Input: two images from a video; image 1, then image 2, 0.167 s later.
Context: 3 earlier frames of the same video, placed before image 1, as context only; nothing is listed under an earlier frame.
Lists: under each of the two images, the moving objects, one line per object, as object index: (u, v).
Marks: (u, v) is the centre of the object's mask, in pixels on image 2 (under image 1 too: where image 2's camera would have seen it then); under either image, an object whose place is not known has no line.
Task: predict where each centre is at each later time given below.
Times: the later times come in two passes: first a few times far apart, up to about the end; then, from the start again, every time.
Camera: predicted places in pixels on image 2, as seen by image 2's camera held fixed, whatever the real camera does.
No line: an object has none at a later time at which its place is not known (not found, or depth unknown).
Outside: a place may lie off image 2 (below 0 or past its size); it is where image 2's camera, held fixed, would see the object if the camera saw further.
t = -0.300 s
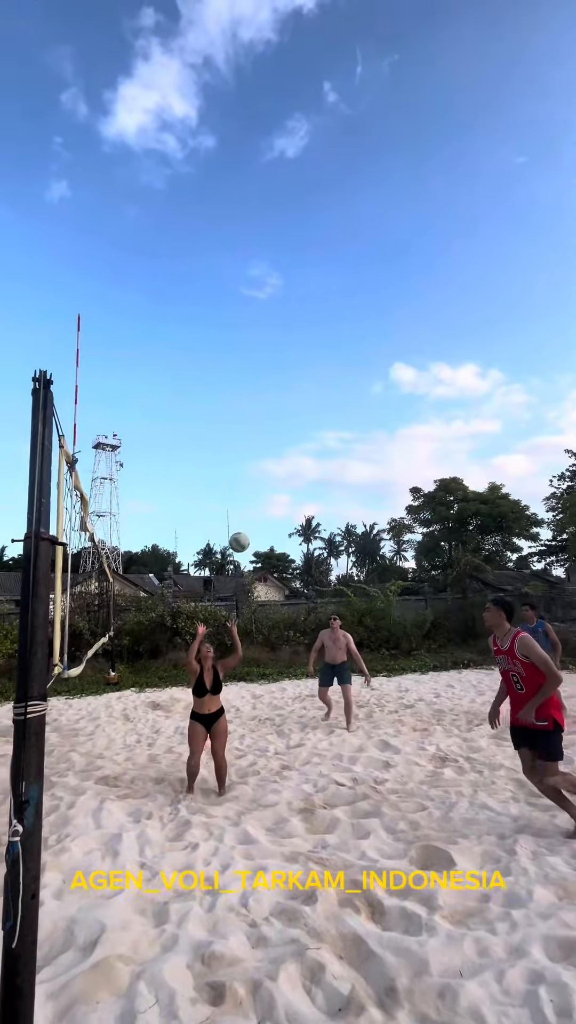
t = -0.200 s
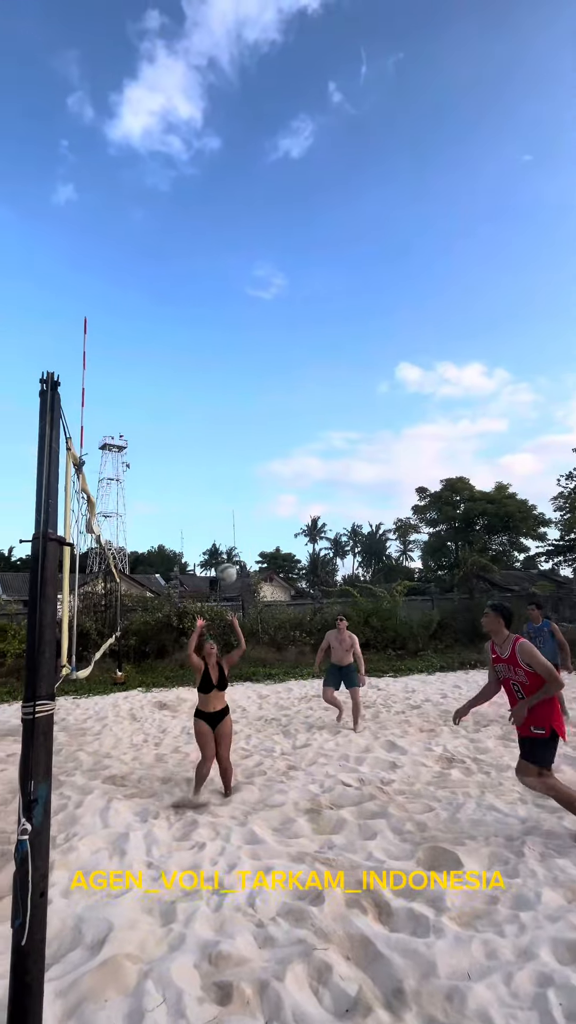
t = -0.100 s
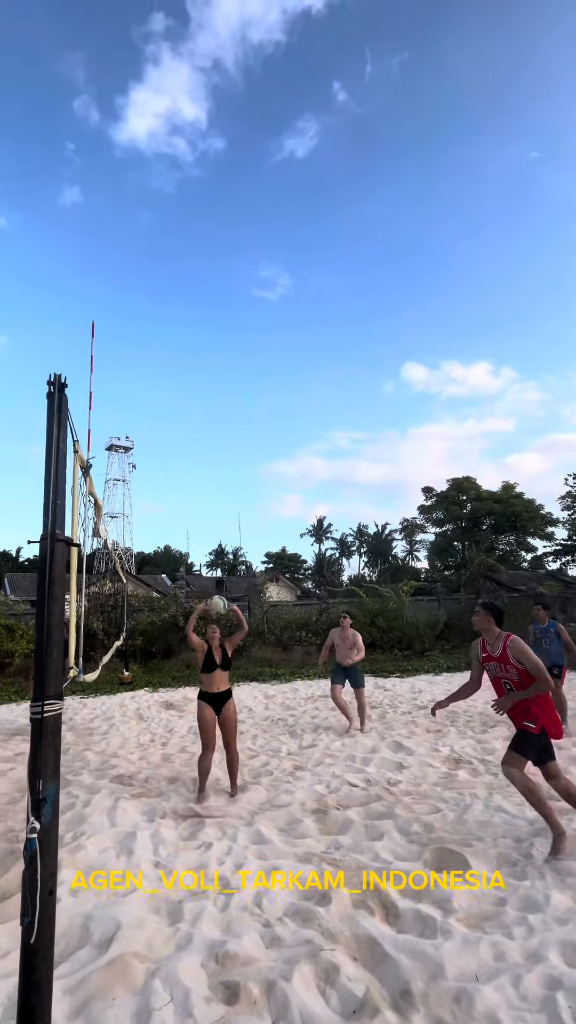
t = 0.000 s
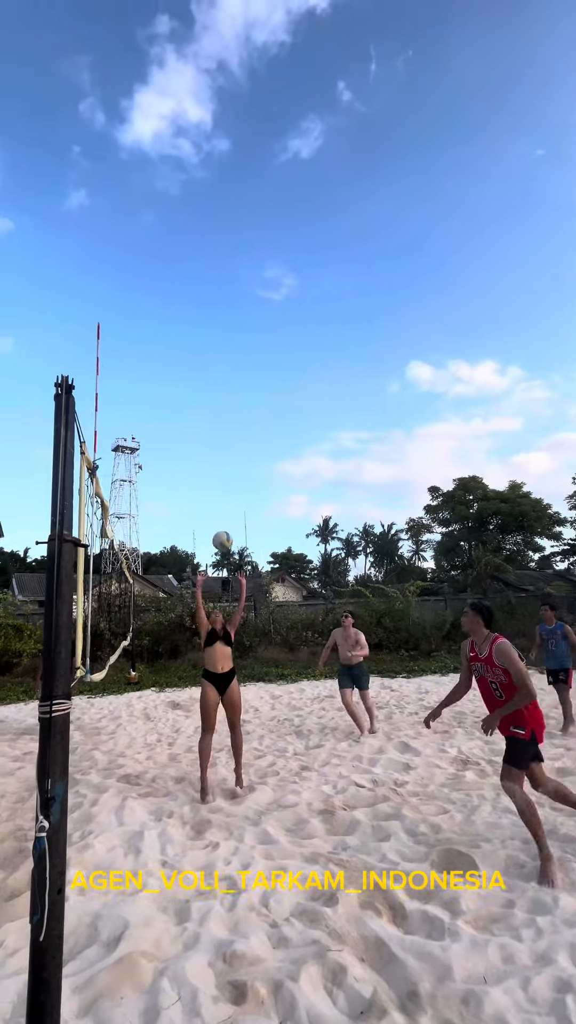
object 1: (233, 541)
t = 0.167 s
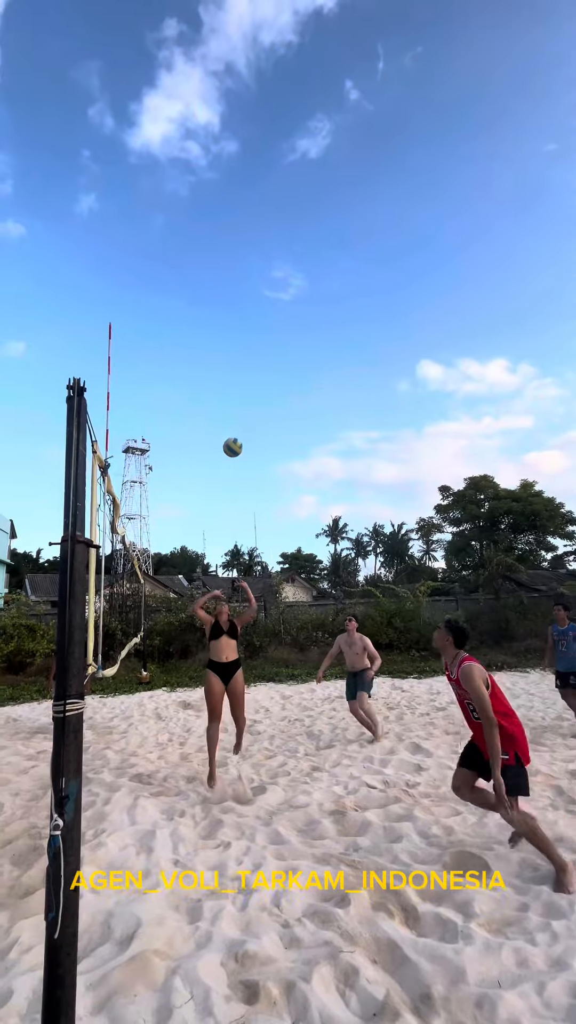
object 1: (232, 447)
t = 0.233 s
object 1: (232, 418)
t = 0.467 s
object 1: (229, 348)
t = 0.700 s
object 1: (226, 321)
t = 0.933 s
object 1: (222, 335)
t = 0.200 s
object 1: (232, 432)
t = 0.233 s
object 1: (232, 418)
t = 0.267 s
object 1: (232, 405)
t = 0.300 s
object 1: (231, 394)
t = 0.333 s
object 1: (231, 382)
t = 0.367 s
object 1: (230, 372)
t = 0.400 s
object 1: (230, 363)
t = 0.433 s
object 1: (229, 355)
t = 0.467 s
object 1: (229, 348)
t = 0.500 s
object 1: (228, 342)
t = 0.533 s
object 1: (228, 336)
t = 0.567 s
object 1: (228, 331)
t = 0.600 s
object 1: (227, 327)
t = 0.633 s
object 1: (227, 324)
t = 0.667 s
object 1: (226, 322)
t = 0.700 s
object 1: (226, 321)
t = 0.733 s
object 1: (225, 320)
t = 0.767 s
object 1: (224, 320)
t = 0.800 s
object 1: (224, 321)
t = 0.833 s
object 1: (223, 323)
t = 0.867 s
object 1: (223, 326)
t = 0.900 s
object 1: (223, 330)
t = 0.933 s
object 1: (222, 335)
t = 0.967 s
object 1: (222, 340)
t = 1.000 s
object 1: (221, 347)
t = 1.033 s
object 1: (221, 354)
